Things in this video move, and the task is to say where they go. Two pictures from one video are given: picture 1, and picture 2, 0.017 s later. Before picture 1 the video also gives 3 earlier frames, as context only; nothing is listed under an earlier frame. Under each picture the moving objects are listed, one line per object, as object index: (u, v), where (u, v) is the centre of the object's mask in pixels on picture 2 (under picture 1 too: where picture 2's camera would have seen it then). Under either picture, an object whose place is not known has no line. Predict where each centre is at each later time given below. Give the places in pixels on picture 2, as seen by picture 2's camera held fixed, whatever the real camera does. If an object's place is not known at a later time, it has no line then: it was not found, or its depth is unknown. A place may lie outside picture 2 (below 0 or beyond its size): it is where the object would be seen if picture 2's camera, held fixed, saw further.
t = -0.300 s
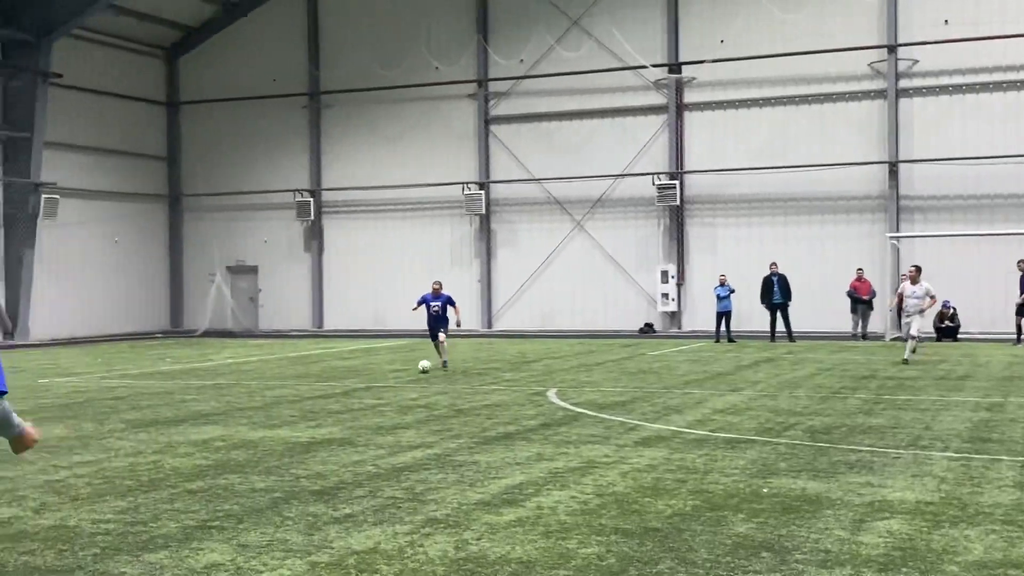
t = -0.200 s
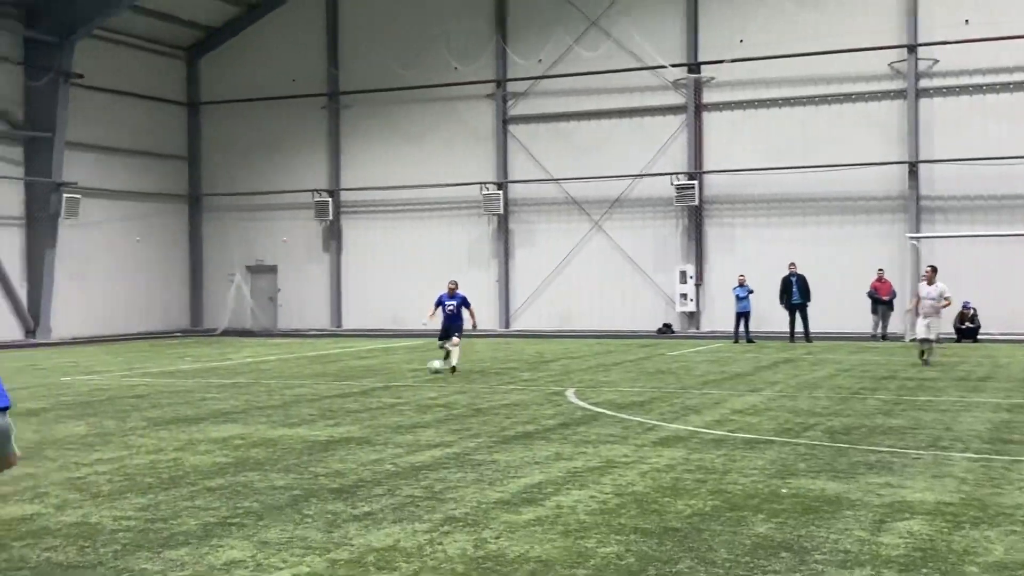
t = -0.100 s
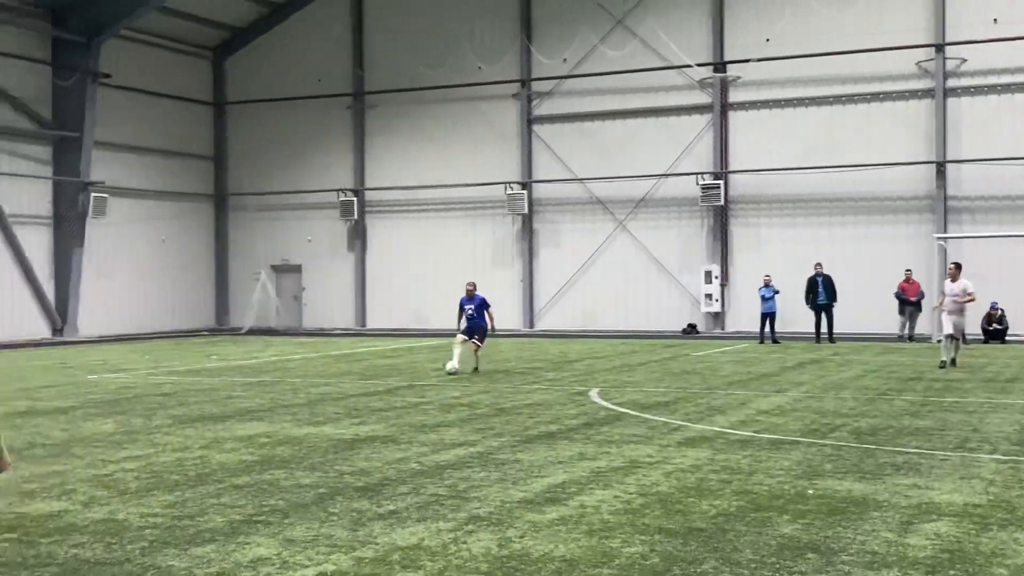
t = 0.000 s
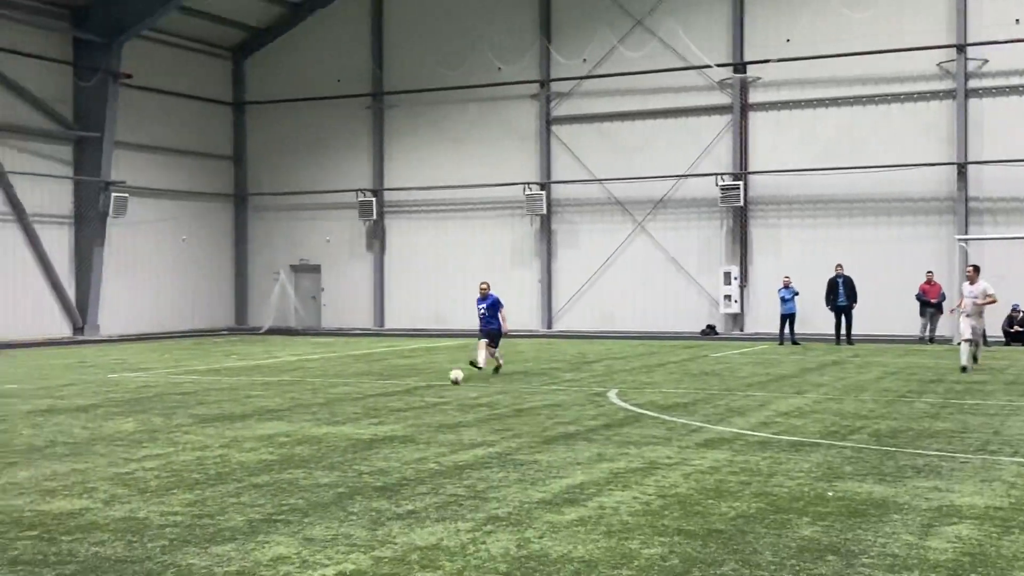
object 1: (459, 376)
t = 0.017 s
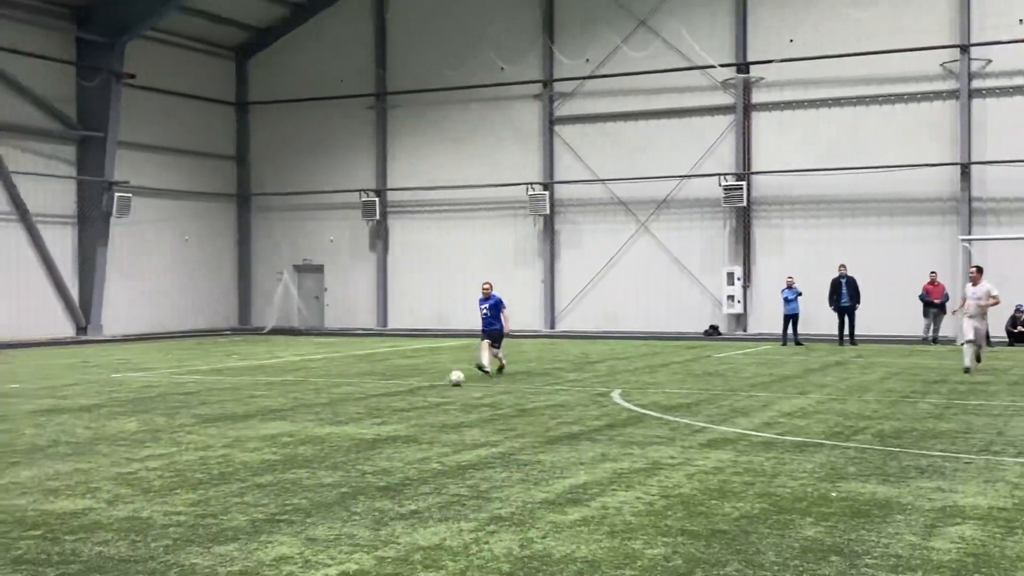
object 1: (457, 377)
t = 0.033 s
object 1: (454, 378)
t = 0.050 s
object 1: (452, 379)
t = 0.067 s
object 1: (449, 381)
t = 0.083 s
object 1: (447, 383)
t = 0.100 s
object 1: (444, 385)
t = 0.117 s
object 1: (441, 387)
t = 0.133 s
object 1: (438, 390)
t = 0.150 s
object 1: (436, 391)
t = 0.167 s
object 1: (433, 392)
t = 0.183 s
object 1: (430, 394)
